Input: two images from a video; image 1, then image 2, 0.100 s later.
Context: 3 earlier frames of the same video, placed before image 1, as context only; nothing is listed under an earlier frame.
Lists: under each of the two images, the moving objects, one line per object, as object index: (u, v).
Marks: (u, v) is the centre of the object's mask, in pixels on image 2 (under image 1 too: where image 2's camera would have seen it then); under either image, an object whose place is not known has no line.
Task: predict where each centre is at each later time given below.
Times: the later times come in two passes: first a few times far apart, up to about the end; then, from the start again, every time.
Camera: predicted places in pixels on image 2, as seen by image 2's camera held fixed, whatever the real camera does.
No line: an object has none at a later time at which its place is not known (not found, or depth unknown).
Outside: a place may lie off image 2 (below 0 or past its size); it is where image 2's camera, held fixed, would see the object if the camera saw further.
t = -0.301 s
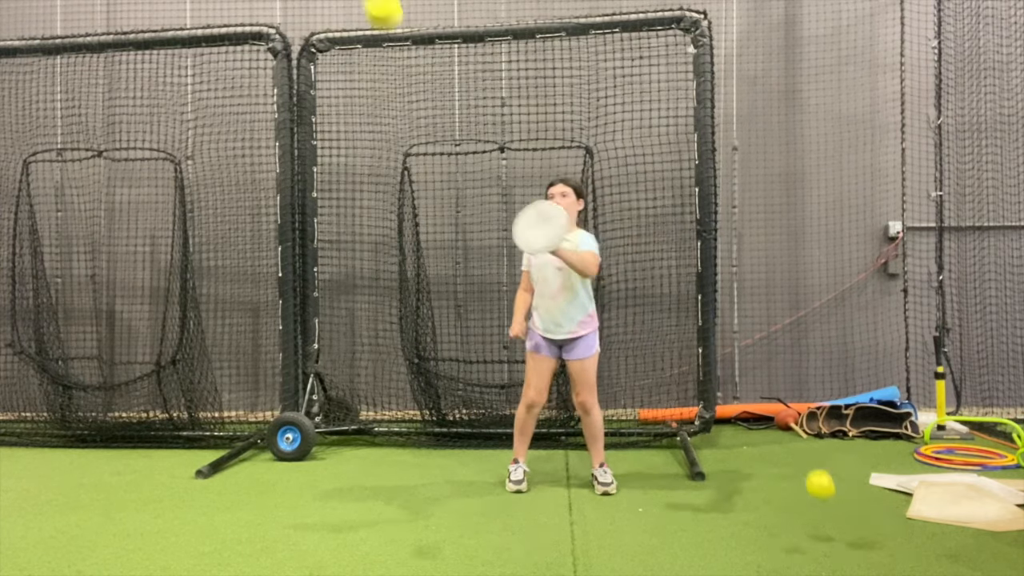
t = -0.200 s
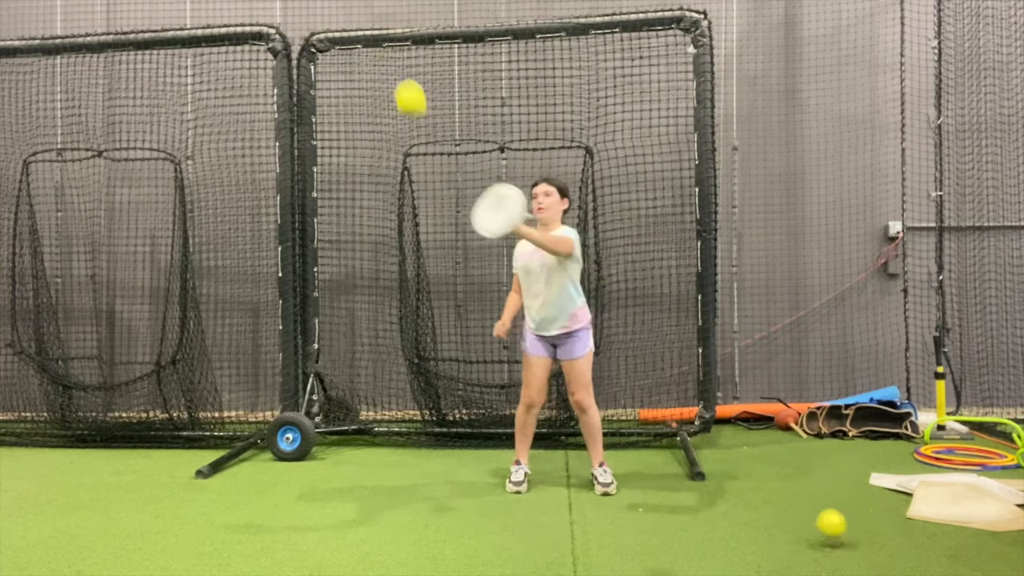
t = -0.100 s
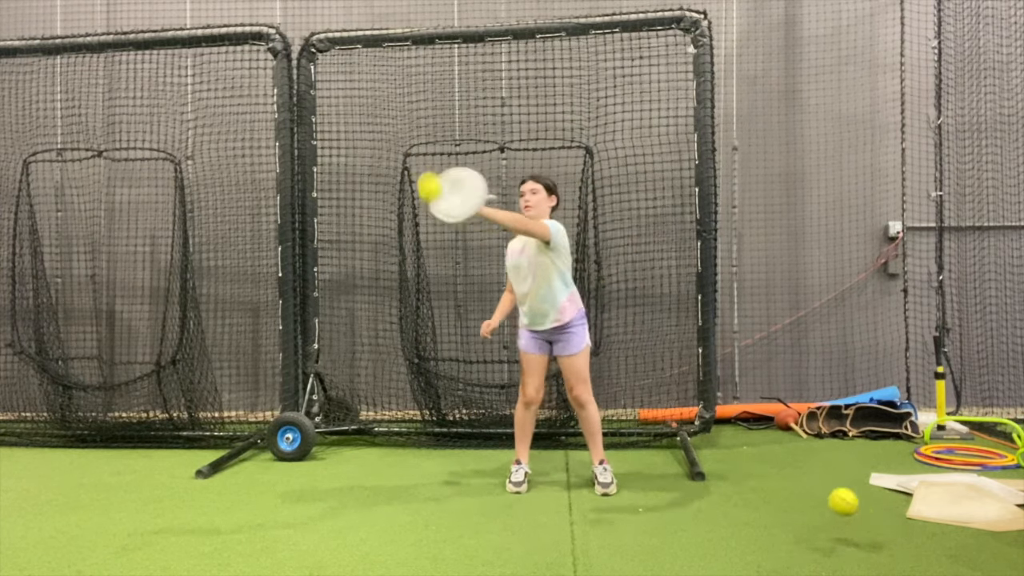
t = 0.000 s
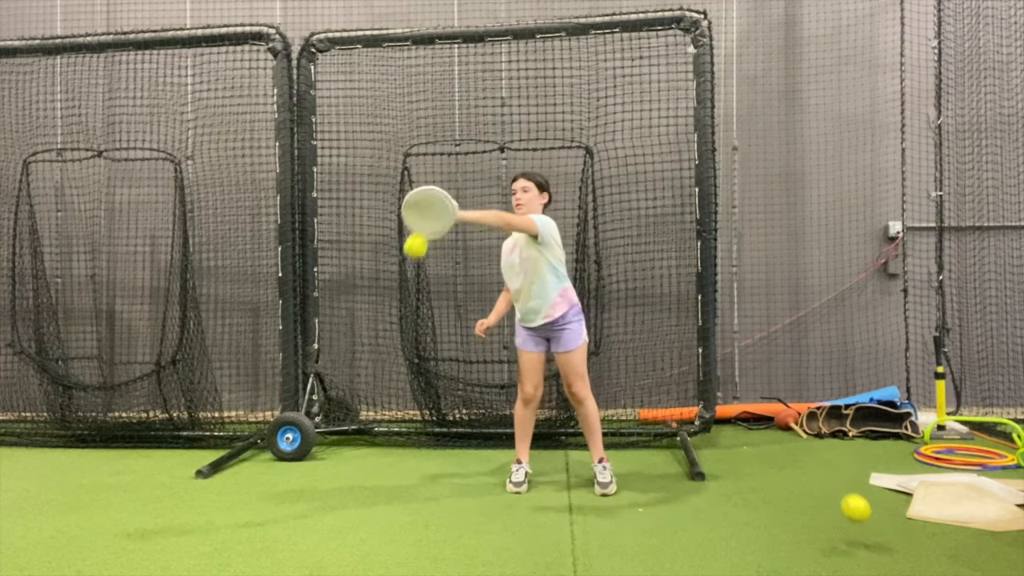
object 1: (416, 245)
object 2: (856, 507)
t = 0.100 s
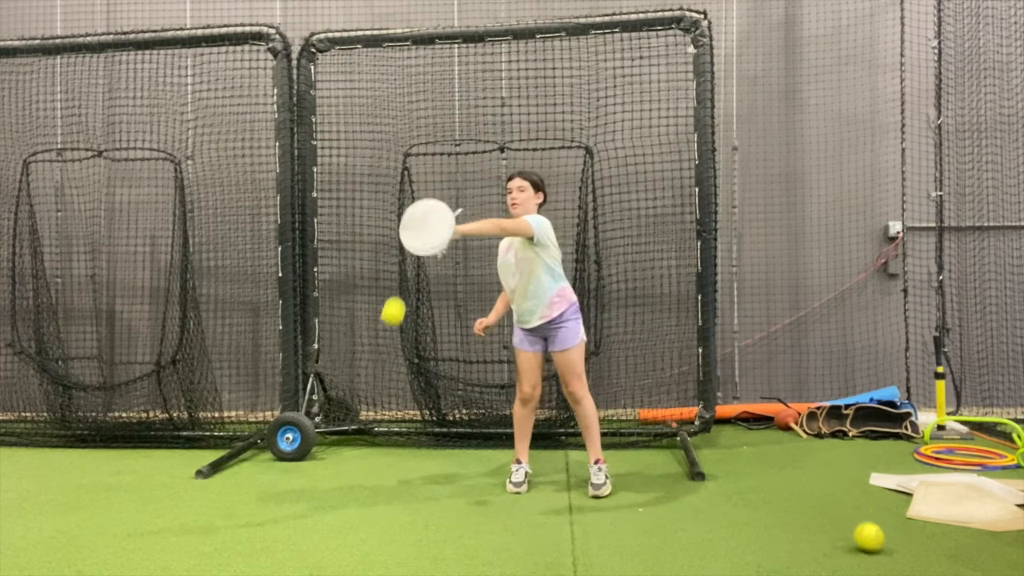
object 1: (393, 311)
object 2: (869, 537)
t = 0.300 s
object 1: (352, 481)
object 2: (891, 540)
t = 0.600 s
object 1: (309, 394)
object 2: (924, 548)
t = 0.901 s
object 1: (265, 463)
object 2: (949, 554)
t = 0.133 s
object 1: (386, 338)
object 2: (873, 530)
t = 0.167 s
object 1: (379, 366)
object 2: (876, 528)
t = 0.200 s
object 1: (372, 396)
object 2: (880, 528)
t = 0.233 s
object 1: (365, 431)
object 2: (883, 532)
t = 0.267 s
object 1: (359, 465)
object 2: (887, 540)
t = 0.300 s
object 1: (352, 481)
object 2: (891, 540)
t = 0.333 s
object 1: (347, 459)
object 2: (894, 539)
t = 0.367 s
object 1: (342, 442)
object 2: (898, 541)
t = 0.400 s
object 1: (338, 429)
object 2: (901, 543)
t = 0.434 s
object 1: (332, 416)
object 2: (905, 544)
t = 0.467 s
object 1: (327, 408)
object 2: (909, 545)
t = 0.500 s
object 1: (323, 401)
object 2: (913, 546)
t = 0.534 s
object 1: (319, 396)
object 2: (916, 547)
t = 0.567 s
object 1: (313, 394)
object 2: (920, 547)
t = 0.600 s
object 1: (309, 394)
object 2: (924, 548)
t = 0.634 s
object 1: (304, 397)
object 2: (927, 549)
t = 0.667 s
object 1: (299, 402)
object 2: (930, 550)
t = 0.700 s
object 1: (294, 410)
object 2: (933, 550)
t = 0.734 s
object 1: (290, 420)
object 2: (936, 551)
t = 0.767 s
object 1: (285, 432)
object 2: (939, 551)
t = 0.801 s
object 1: (281, 447)
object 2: (941, 552)
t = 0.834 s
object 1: (276, 464)
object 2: (944, 552)
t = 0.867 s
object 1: (271, 475)
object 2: (947, 553)
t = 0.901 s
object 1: (265, 463)
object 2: (949, 554)
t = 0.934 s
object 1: (258, 455)
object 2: (951, 554)
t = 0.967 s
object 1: (252, 450)
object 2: (954, 555)
